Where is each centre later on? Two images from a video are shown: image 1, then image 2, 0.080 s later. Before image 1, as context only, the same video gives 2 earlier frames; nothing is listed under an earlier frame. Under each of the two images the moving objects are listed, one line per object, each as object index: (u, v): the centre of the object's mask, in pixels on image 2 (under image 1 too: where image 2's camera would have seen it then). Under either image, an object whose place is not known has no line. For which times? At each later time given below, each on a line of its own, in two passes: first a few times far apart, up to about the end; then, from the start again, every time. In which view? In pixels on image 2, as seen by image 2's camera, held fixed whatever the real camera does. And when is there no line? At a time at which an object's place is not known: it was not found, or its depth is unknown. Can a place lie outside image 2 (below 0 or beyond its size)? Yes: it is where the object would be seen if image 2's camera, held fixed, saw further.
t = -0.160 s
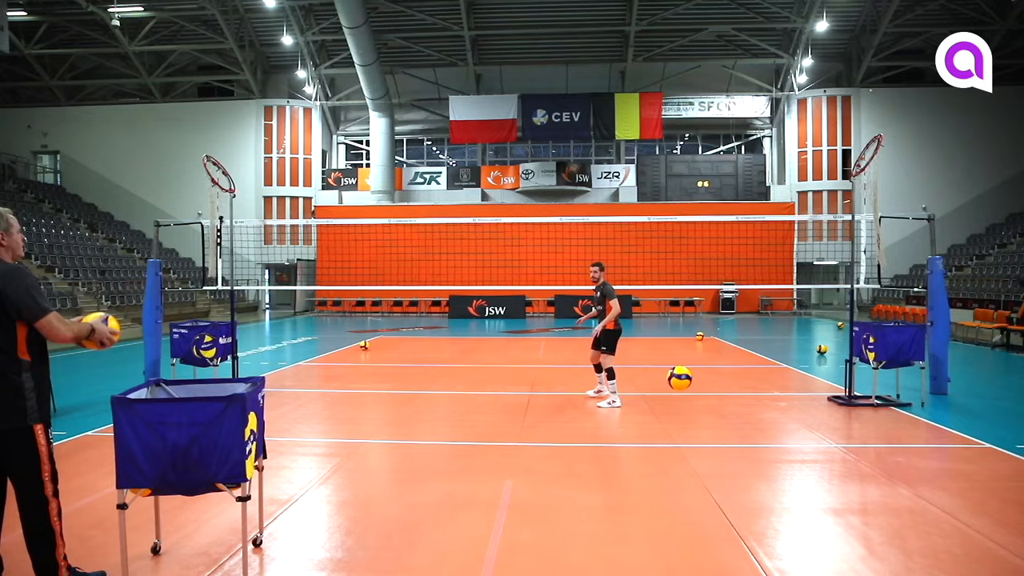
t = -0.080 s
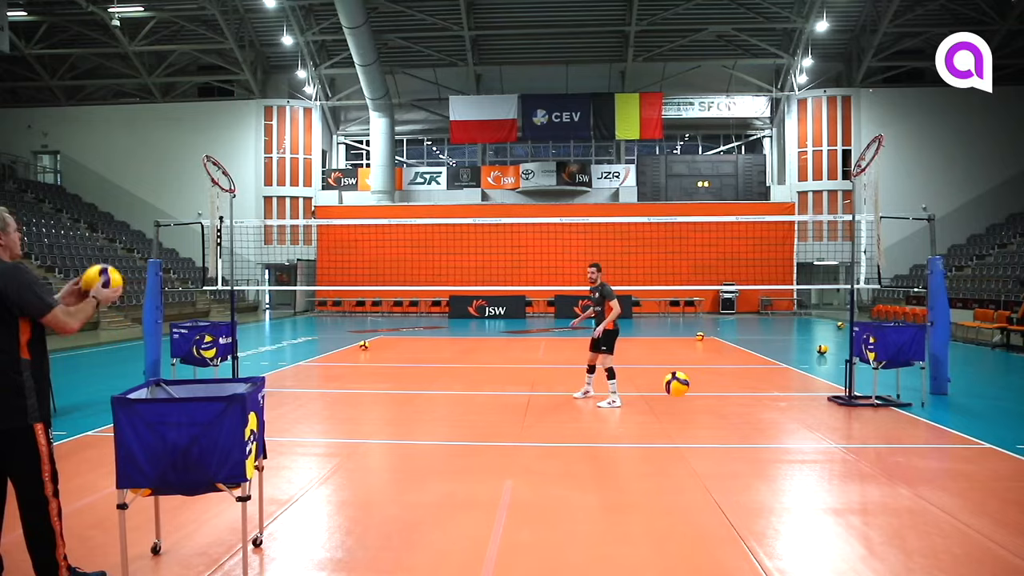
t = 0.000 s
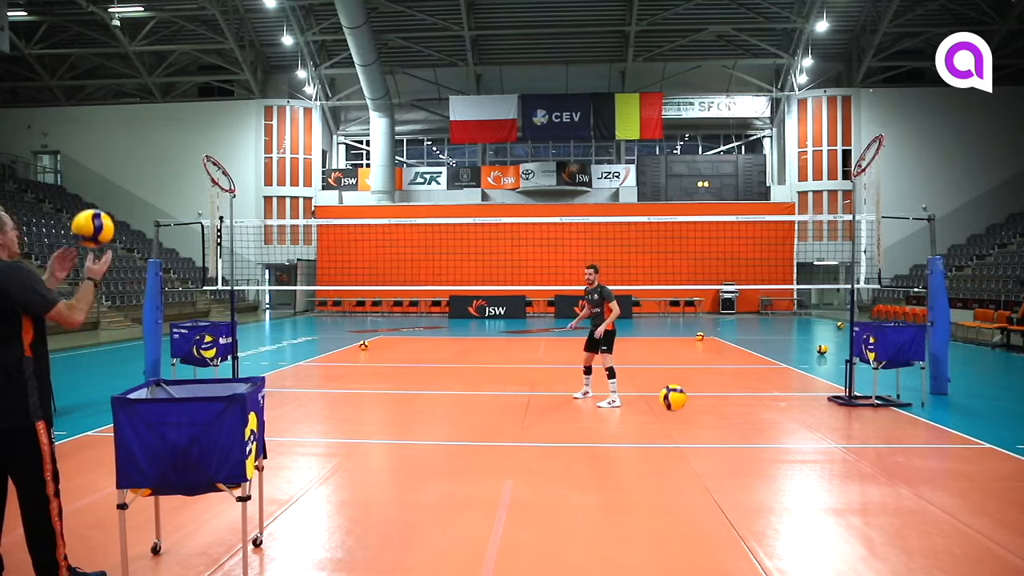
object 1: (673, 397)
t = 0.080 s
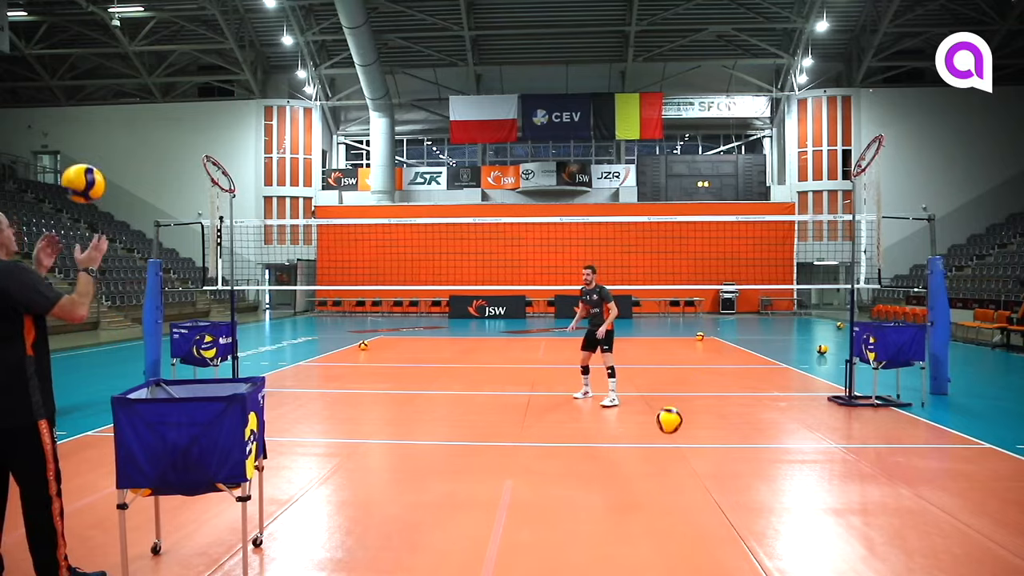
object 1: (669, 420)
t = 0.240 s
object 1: (661, 477)
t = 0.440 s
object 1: (654, 445)
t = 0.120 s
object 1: (667, 434)
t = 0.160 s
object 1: (665, 452)
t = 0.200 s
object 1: (663, 471)
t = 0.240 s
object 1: (661, 477)
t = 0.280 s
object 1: (660, 467)
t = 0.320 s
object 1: (658, 459)
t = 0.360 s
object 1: (657, 452)
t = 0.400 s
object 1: (655, 448)
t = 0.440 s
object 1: (654, 445)
